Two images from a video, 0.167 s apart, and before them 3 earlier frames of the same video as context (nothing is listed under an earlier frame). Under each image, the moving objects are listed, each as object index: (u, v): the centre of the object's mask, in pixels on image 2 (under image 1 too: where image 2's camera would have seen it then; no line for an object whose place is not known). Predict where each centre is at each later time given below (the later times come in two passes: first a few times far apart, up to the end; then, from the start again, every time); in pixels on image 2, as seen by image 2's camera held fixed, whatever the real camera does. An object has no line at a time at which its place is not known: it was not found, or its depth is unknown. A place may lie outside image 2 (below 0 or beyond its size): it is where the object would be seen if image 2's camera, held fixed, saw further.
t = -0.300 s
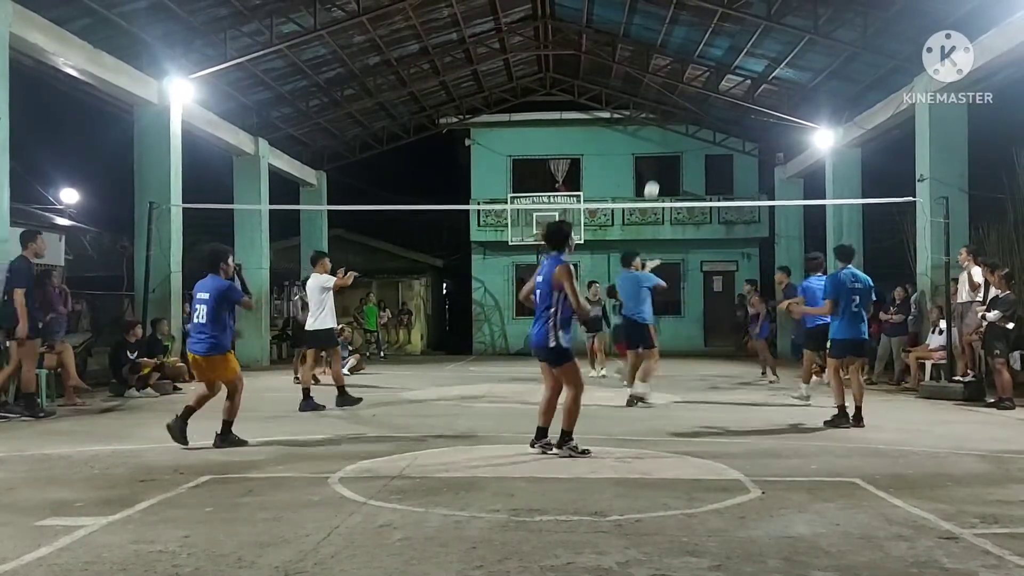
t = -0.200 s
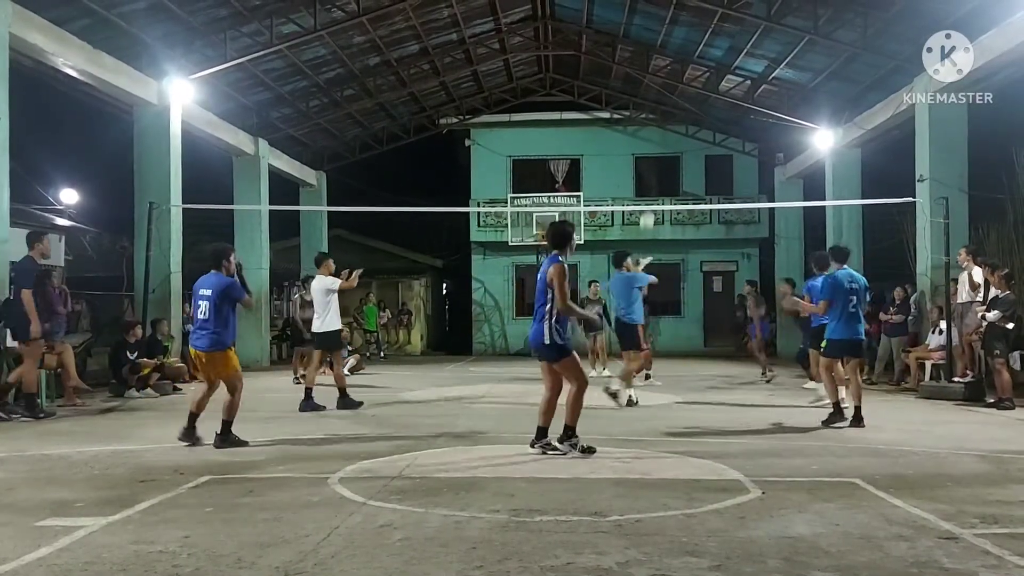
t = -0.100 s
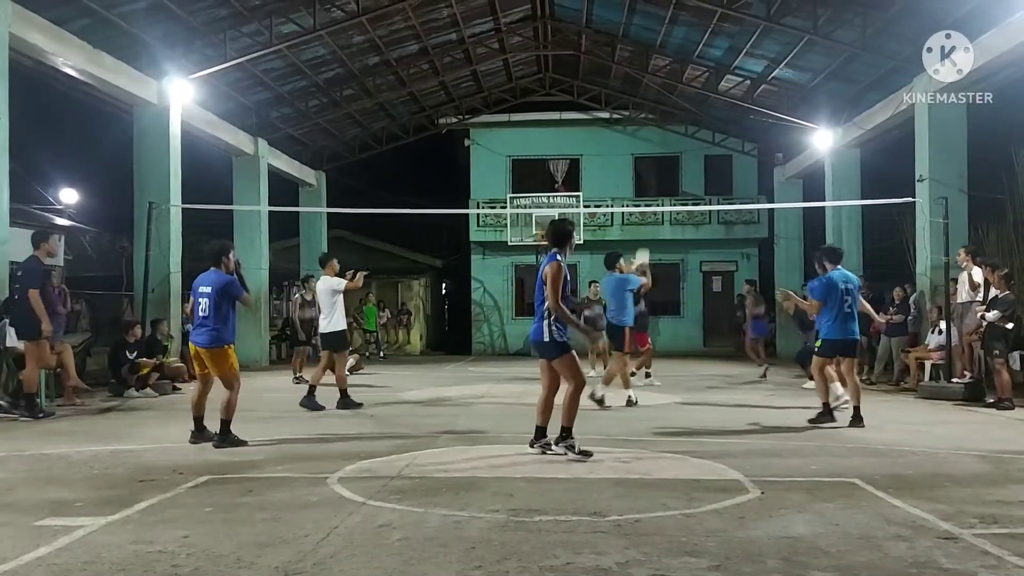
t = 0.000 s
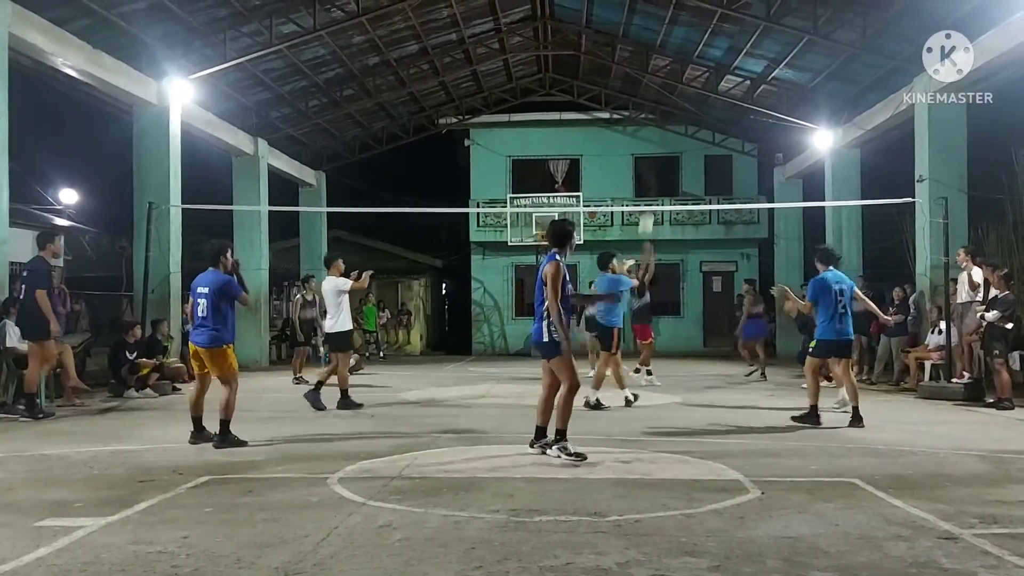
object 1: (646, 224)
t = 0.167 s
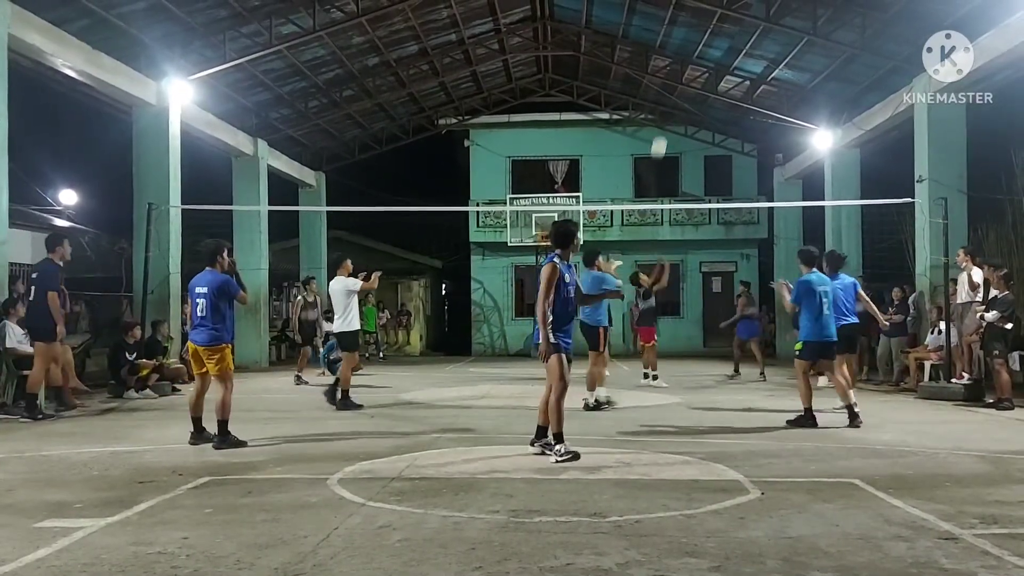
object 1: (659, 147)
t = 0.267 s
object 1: (667, 109)
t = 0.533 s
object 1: (689, 42)
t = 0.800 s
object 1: (712, 21)
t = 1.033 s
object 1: (732, 44)
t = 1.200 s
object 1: (747, 83)
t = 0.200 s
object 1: (662, 134)
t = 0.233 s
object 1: (664, 121)
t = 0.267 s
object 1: (667, 109)
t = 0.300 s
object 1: (670, 98)
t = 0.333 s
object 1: (672, 88)
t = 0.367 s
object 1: (675, 78)
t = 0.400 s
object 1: (678, 69)
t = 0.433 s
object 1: (680, 62)
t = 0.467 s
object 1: (683, 54)
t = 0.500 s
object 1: (686, 47)
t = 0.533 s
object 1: (689, 42)
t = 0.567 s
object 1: (692, 37)
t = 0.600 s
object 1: (695, 32)
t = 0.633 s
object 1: (698, 29)
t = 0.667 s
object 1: (700, 25)
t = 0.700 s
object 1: (703, 23)
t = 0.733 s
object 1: (706, 22)
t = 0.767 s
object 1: (709, 21)
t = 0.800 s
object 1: (712, 21)
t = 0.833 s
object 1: (715, 22)
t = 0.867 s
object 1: (718, 24)
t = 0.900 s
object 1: (720, 26)
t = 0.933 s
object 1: (723, 30)
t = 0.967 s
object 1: (726, 33)
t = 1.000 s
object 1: (729, 38)
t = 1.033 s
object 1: (732, 44)
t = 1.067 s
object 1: (735, 50)
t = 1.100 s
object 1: (738, 57)
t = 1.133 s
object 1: (741, 65)
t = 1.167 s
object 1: (744, 74)
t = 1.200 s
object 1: (747, 83)
